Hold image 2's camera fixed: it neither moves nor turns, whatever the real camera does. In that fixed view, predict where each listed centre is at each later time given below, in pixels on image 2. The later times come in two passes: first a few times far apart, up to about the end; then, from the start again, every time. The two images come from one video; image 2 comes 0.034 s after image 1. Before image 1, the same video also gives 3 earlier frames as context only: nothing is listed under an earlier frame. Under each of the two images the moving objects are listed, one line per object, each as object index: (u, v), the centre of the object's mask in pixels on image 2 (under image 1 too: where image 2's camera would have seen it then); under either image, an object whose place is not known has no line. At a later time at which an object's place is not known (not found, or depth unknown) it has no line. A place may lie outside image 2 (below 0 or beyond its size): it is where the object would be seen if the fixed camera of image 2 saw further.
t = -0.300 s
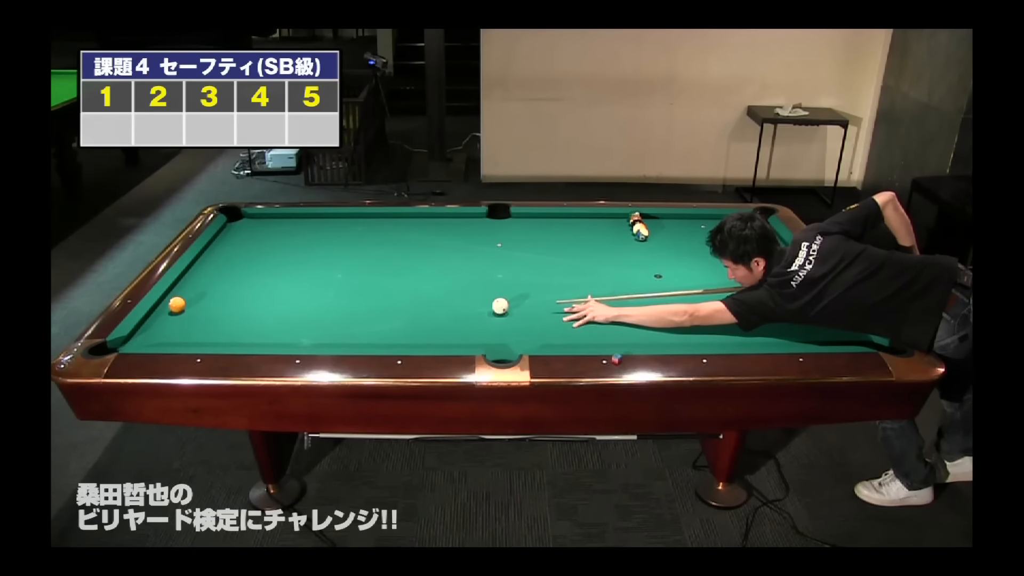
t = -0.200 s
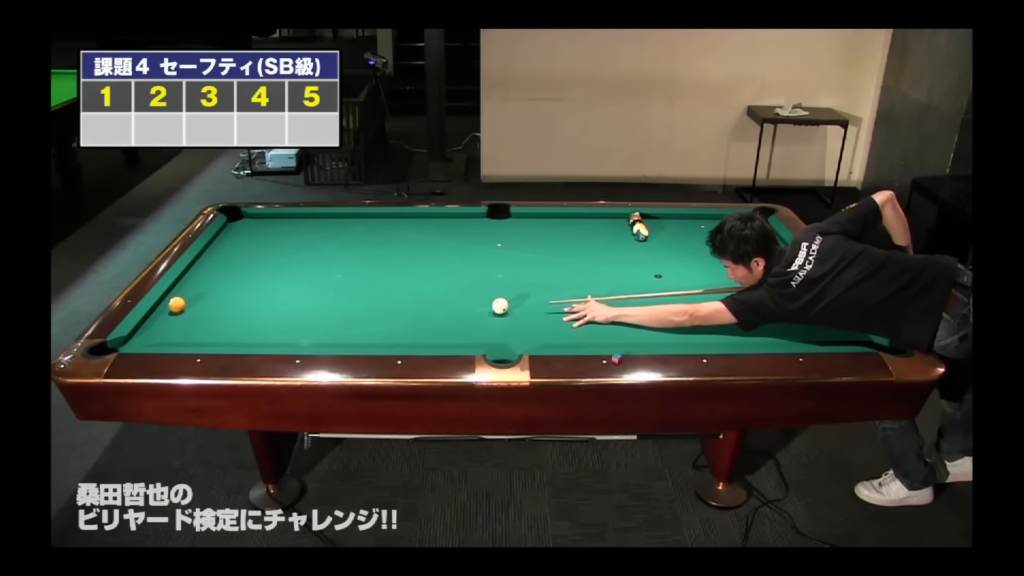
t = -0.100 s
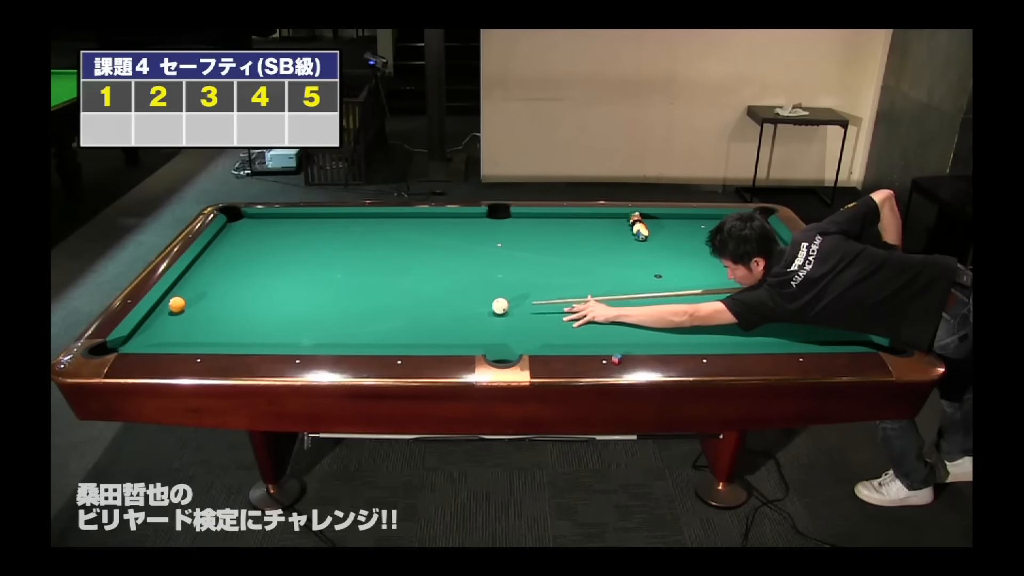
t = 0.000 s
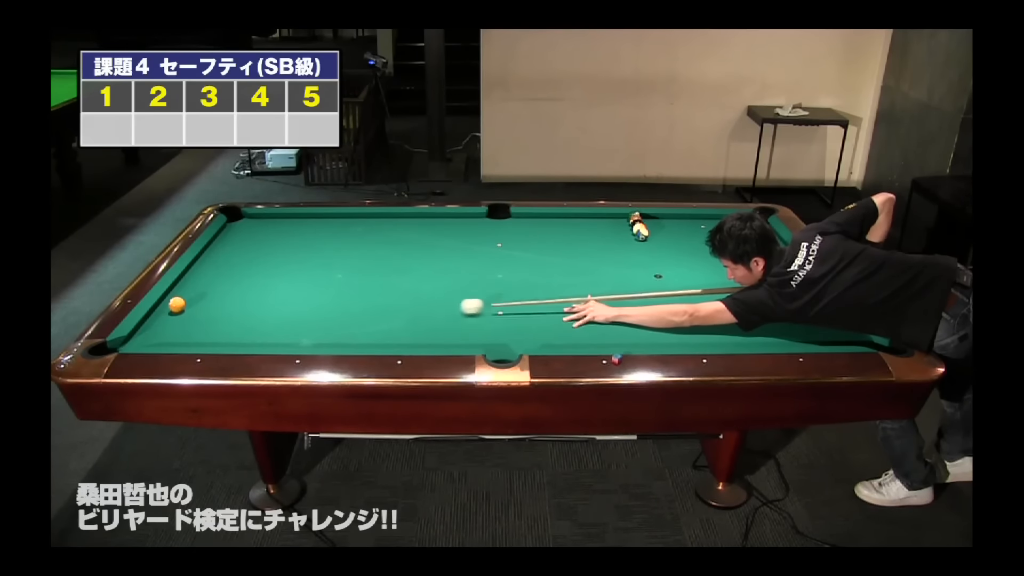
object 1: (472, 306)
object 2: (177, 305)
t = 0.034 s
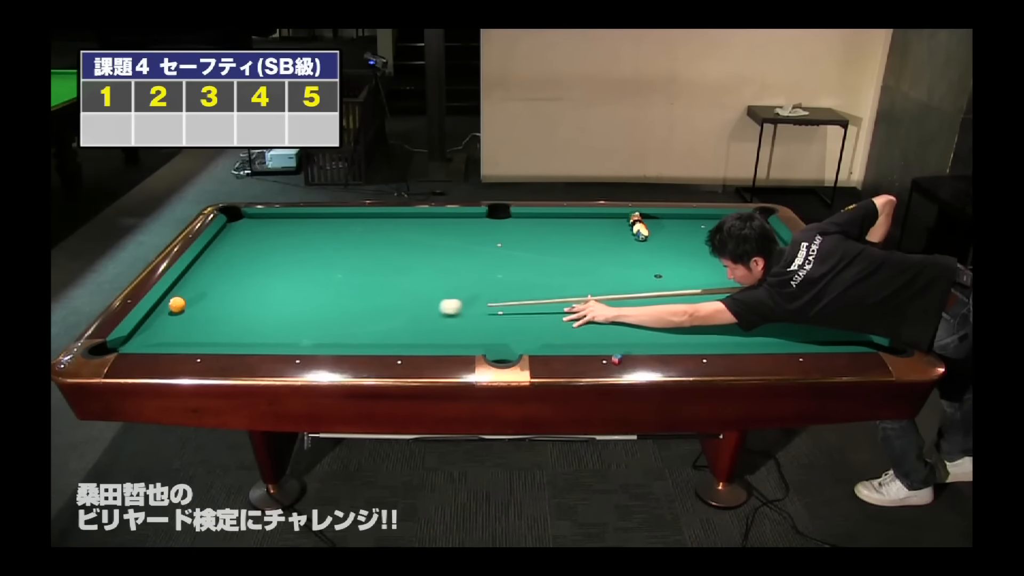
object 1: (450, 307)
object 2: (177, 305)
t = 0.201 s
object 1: (353, 309)
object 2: (177, 304)
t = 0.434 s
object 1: (225, 311)
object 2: (177, 305)
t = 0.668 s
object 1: (178, 321)
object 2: (174, 296)
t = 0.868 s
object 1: (227, 333)
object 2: (178, 287)
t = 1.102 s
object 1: (287, 343)
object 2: (191, 280)
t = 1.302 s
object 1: (338, 339)
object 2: (200, 274)
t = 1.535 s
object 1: (393, 334)
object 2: (211, 267)
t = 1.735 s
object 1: (439, 328)
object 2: (219, 263)
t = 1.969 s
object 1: (490, 321)
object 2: (227, 258)
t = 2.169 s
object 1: (530, 316)
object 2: (234, 254)
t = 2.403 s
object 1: (575, 311)
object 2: (241, 250)
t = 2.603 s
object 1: (612, 306)
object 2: (247, 246)
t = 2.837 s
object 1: (651, 301)
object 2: (252, 243)
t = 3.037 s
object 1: (683, 297)
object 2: (256, 240)
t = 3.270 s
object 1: (718, 292)
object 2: (260, 238)
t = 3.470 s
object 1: (746, 289)
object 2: (263, 236)
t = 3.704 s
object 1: (777, 285)
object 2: (266, 234)
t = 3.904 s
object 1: (802, 282)
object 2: (269, 233)
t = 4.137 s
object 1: (801, 278)
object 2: (271, 231)
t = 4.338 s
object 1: (783, 276)
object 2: (272, 231)
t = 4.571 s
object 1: (765, 273)
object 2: (273, 230)
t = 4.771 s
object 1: (750, 271)
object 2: (273, 230)
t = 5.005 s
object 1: (733, 268)
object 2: (273, 230)
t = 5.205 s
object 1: (720, 266)
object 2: (273, 230)
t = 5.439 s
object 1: (707, 264)
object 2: (273, 230)
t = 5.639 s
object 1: (696, 262)
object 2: (273, 230)
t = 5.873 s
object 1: (684, 260)
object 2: (273, 230)
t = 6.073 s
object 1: (676, 259)
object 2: (273, 230)
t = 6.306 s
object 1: (666, 257)
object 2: (273, 230)
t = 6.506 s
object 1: (660, 256)
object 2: (273, 230)
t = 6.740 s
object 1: (653, 255)
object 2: (273, 230)
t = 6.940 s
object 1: (648, 254)
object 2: (273, 230)
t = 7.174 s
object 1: (643, 253)
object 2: (273, 230)
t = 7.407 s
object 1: (640, 252)
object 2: (273, 230)
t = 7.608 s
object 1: (637, 252)
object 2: (273, 230)
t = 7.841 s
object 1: (636, 251)
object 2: (273, 230)
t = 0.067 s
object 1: (430, 307)
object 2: (177, 304)
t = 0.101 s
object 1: (410, 308)
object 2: (177, 304)
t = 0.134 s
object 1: (391, 308)
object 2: (177, 304)
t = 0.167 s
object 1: (372, 308)
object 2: (177, 304)
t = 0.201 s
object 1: (353, 309)
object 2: (177, 304)
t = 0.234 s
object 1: (335, 309)
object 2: (177, 304)
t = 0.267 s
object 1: (316, 309)
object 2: (177, 304)
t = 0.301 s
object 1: (298, 310)
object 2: (177, 305)
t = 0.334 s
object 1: (279, 310)
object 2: (177, 305)
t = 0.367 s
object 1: (261, 310)
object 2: (177, 305)
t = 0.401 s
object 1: (242, 311)
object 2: (177, 305)
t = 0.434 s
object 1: (225, 311)
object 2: (177, 305)
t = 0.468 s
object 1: (206, 311)
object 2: (177, 305)
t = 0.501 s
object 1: (189, 311)
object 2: (176, 304)
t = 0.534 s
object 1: (171, 312)
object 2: (178, 301)
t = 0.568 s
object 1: (154, 315)
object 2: (176, 301)
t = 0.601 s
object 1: (159, 318)
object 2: (175, 299)
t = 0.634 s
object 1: (169, 320)
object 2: (175, 298)
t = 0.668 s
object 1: (178, 321)
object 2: (174, 296)
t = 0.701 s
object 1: (186, 323)
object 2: (174, 294)
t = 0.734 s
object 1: (194, 325)
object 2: (174, 293)
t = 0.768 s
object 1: (202, 327)
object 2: (173, 291)
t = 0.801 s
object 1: (210, 329)
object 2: (175, 290)
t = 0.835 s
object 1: (219, 331)
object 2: (177, 289)
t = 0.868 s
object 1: (227, 333)
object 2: (178, 287)
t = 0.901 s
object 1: (235, 335)
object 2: (180, 286)
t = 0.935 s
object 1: (244, 337)
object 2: (182, 285)
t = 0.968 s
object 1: (252, 338)
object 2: (184, 284)
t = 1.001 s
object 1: (261, 340)
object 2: (186, 283)
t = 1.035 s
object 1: (269, 341)
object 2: (187, 282)
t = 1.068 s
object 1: (278, 342)
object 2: (189, 281)
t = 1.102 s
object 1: (287, 343)
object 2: (191, 280)
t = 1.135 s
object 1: (296, 342)
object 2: (192, 279)
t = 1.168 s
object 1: (304, 341)
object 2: (194, 278)
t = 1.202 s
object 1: (312, 341)
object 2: (196, 277)
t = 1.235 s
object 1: (321, 340)
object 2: (197, 276)
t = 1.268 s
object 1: (329, 340)
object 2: (199, 275)
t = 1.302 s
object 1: (338, 339)
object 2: (200, 274)
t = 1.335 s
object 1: (346, 339)
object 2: (202, 273)
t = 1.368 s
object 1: (354, 338)
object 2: (204, 272)
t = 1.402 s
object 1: (361, 337)
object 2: (205, 271)
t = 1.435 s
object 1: (369, 336)
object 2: (207, 270)
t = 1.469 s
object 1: (377, 335)
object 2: (208, 269)
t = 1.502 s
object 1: (385, 335)
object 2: (209, 268)
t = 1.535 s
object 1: (393, 334)
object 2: (211, 267)
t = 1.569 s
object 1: (401, 333)
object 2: (212, 267)
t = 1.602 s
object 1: (408, 332)
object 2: (213, 266)
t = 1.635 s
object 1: (416, 331)
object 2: (215, 265)
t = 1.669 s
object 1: (424, 330)
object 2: (216, 264)
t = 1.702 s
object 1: (431, 329)
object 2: (217, 263)
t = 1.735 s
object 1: (439, 328)
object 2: (219, 263)
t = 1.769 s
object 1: (446, 327)
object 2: (220, 262)
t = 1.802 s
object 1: (454, 326)
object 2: (221, 261)
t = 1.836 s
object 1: (461, 325)
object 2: (222, 260)
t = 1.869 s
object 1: (468, 324)
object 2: (224, 260)
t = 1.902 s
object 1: (475, 323)
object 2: (225, 259)
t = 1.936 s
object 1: (482, 322)
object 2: (226, 258)
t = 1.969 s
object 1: (490, 321)
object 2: (227, 258)
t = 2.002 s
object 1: (496, 320)
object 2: (228, 257)
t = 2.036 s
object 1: (503, 320)
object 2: (230, 256)
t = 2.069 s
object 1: (510, 319)
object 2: (231, 255)
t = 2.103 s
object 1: (517, 318)
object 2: (232, 255)
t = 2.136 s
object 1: (524, 317)
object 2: (233, 254)
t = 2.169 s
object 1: (530, 316)
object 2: (234, 254)
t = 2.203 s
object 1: (537, 316)
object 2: (235, 253)
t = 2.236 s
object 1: (543, 315)
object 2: (236, 252)
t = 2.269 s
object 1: (550, 314)
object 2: (237, 252)
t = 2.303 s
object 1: (556, 313)
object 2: (238, 251)
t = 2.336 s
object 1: (563, 312)
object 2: (239, 250)
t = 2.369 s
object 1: (569, 311)
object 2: (240, 250)
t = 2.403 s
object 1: (575, 311)
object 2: (241, 250)
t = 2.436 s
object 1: (581, 310)
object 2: (242, 249)
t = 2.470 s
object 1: (588, 309)
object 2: (243, 248)
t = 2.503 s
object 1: (594, 308)
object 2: (244, 248)
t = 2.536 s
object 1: (600, 307)
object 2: (245, 247)
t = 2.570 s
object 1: (606, 307)
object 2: (246, 247)
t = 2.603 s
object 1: (612, 306)
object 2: (247, 246)
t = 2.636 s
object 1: (617, 305)
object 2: (247, 246)
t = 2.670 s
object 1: (623, 305)
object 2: (248, 245)
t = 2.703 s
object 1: (629, 304)
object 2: (249, 245)
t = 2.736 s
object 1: (635, 303)
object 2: (249, 244)
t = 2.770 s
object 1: (640, 302)
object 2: (251, 244)
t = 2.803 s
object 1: (646, 302)
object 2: (251, 243)
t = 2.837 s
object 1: (651, 301)
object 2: (252, 243)
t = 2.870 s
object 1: (657, 300)
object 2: (253, 243)
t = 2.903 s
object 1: (662, 300)
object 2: (253, 242)
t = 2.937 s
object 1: (668, 299)
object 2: (254, 242)
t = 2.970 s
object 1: (673, 298)
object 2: (255, 241)
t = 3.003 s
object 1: (678, 298)
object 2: (256, 241)
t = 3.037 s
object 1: (683, 297)
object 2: (256, 240)
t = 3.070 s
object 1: (688, 296)
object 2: (257, 240)
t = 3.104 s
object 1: (694, 296)
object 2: (257, 239)
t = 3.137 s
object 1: (699, 295)
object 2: (258, 239)
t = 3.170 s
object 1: (704, 294)
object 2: (259, 239)
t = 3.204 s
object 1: (708, 294)
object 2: (259, 239)
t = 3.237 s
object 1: (713, 293)
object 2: (260, 238)
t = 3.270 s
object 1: (718, 292)
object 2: (260, 238)
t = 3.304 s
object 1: (723, 292)
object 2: (261, 237)
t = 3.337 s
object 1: (728, 291)
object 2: (261, 237)
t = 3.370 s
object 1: (733, 290)
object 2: (262, 237)
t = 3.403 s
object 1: (737, 290)
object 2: (262, 236)
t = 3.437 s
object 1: (742, 289)
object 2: (263, 236)
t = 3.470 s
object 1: (746, 289)
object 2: (263, 236)
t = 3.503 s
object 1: (751, 288)
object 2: (264, 235)
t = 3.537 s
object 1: (755, 287)
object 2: (264, 235)
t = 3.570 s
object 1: (760, 287)
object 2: (265, 235)
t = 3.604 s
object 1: (764, 287)
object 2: (265, 235)
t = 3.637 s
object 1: (768, 286)
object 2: (265, 234)
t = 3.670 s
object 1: (773, 285)
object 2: (266, 234)
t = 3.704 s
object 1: (777, 285)
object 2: (266, 234)
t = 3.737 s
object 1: (781, 284)
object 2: (267, 234)
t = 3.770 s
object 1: (785, 284)
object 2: (267, 233)
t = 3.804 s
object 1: (790, 283)
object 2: (268, 233)
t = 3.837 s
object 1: (794, 283)
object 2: (268, 233)
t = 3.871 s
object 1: (798, 282)
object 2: (268, 233)
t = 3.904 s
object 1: (802, 282)
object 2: (269, 233)
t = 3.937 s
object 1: (806, 281)
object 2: (269, 233)
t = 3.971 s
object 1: (810, 280)
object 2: (269, 232)
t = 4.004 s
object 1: (813, 280)
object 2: (269, 232)
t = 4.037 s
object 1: (810, 279)
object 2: (270, 232)
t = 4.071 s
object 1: (807, 279)
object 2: (270, 232)
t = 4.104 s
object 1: (804, 279)
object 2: (270, 232)
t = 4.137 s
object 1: (801, 278)
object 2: (271, 231)
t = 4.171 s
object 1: (798, 278)
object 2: (271, 231)
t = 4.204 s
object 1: (795, 277)
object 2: (271, 231)
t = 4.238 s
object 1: (792, 277)
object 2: (272, 231)
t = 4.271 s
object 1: (789, 277)
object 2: (272, 231)
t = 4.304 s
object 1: (786, 276)
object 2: (272, 231)
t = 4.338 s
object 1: (783, 276)
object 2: (272, 231)
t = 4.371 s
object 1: (781, 275)
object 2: (272, 230)
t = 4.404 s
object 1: (778, 275)
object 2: (272, 230)
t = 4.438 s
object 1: (775, 274)
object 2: (273, 230)
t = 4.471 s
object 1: (772, 274)
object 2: (273, 230)
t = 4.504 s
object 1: (770, 274)
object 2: (273, 230)
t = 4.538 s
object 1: (767, 273)
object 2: (273, 230)
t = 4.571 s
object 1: (765, 273)
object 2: (273, 230)
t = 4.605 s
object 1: (762, 273)
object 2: (273, 230)
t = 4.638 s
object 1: (759, 272)
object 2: (273, 230)
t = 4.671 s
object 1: (757, 272)
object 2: (273, 230)
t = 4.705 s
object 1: (755, 271)
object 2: (273, 230)
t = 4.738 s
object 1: (752, 271)
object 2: (273, 230)
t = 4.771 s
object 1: (750, 271)
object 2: (273, 230)
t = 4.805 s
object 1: (747, 270)
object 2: (273, 230)
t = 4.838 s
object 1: (745, 270)
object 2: (273, 230)
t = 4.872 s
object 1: (743, 270)
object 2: (273, 230)
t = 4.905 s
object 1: (740, 269)
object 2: (273, 230)
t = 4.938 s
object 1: (738, 269)
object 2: (273, 230)
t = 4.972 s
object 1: (736, 268)
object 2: (273, 230)
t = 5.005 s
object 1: (733, 268)
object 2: (273, 230)
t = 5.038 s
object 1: (731, 268)
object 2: (273, 230)
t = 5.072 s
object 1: (729, 267)
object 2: (273, 230)
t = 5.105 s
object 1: (727, 267)
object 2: (273, 230)
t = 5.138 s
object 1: (725, 267)
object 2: (273, 230)
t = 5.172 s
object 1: (723, 266)
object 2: (273, 230)
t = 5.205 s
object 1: (720, 266)
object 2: (273, 230)
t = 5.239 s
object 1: (718, 266)
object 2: (273, 230)
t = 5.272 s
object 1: (717, 266)
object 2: (273, 230)
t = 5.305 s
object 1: (714, 265)
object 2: (273, 230)
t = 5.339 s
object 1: (713, 265)
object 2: (273, 230)
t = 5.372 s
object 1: (711, 265)
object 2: (273, 230)
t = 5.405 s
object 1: (709, 264)
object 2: (273, 230)
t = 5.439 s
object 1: (707, 264)
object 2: (273, 230)
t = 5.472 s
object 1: (705, 264)
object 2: (273, 230)
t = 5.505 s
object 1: (703, 263)
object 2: (273, 230)
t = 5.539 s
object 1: (701, 263)
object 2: (273, 230)
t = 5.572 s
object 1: (699, 263)
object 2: (273, 230)
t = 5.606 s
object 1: (698, 263)
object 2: (273, 230)
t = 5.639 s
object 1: (696, 262)
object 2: (273, 230)
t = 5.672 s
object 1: (694, 262)
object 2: (273, 230)
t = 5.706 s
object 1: (692, 262)
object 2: (273, 230)
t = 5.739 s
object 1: (691, 261)
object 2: (273, 230)
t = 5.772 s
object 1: (689, 261)
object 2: (273, 230)
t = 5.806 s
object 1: (688, 261)
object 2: (273, 230)
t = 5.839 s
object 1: (686, 260)
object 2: (273, 230)
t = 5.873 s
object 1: (684, 260)
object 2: (273, 230)
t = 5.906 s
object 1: (683, 260)
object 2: (273, 230)
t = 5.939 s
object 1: (682, 260)
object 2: (273, 230)
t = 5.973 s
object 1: (680, 259)
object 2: (273, 230)
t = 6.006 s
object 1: (679, 259)
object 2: (273, 230)
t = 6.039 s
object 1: (677, 259)
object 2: (273, 230)
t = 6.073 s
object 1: (676, 259)
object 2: (273, 230)
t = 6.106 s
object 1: (674, 259)
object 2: (273, 230)
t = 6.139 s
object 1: (673, 258)
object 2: (273, 230)
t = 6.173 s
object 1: (672, 258)
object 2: (273, 230)
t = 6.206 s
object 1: (671, 258)
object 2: (273, 230)
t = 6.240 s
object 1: (669, 258)
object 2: (273, 230)
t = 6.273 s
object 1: (668, 258)
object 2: (273, 230)
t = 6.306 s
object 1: (666, 257)
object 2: (273, 230)
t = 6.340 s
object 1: (665, 257)
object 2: (273, 230)
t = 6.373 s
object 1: (664, 257)
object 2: (273, 230)
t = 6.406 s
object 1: (663, 257)
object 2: (273, 230)
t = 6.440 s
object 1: (662, 256)
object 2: (273, 230)
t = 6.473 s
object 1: (661, 256)
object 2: (273, 230)
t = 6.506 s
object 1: (660, 256)
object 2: (273, 230)
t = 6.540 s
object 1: (658, 256)
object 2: (273, 230)
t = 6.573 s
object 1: (658, 255)
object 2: (273, 230)
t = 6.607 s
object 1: (657, 255)
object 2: (273, 230)
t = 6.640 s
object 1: (656, 255)
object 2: (273, 230)
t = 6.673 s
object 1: (655, 255)
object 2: (273, 230)
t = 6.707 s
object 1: (654, 255)
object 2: (273, 230)
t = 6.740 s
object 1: (653, 255)
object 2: (273, 230)
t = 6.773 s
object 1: (652, 255)
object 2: (273, 230)
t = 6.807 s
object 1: (651, 255)
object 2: (273, 230)
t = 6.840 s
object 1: (650, 254)
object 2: (273, 230)
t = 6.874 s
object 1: (649, 254)
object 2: (273, 230)
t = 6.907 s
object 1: (648, 254)
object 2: (273, 230)
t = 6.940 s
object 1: (648, 254)
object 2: (273, 230)
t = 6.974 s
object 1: (647, 254)
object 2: (273, 230)
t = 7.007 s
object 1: (646, 254)
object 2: (273, 230)
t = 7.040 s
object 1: (646, 253)
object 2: (273, 230)
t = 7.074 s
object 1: (645, 253)
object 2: (273, 230)
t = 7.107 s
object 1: (645, 253)
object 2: (273, 230)
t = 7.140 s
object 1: (644, 253)
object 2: (273, 230)
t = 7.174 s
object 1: (643, 253)
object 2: (273, 230)
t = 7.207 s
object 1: (643, 253)
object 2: (273, 230)
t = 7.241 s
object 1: (642, 253)
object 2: (273, 230)
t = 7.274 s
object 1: (642, 253)
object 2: (273, 230)
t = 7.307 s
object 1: (641, 253)
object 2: (273, 230)
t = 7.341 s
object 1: (641, 252)
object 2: (273, 230)
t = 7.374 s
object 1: (640, 252)
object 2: (273, 230)
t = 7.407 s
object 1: (640, 252)
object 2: (273, 230)
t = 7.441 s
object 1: (639, 252)
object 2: (273, 230)
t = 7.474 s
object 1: (639, 252)
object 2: (273, 230)
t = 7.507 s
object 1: (638, 252)
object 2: (273, 230)
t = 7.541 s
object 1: (638, 252)
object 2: (273, 230)
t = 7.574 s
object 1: (638, 252)
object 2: (273, 230)
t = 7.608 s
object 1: (637, 252)
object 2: (273, 230)
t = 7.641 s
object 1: (637, 252)
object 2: (273, 230)
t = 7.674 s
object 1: (637, 252)
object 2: (273, 230)
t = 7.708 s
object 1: (637, 252)
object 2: (273, 230)
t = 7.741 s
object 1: (637, 251)
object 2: (273, 230)
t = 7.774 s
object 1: (636, 251)
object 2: (273, 230)
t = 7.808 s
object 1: (636, 251)
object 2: (273, 230)
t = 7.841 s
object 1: (636, 251)
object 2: (273, 230)
